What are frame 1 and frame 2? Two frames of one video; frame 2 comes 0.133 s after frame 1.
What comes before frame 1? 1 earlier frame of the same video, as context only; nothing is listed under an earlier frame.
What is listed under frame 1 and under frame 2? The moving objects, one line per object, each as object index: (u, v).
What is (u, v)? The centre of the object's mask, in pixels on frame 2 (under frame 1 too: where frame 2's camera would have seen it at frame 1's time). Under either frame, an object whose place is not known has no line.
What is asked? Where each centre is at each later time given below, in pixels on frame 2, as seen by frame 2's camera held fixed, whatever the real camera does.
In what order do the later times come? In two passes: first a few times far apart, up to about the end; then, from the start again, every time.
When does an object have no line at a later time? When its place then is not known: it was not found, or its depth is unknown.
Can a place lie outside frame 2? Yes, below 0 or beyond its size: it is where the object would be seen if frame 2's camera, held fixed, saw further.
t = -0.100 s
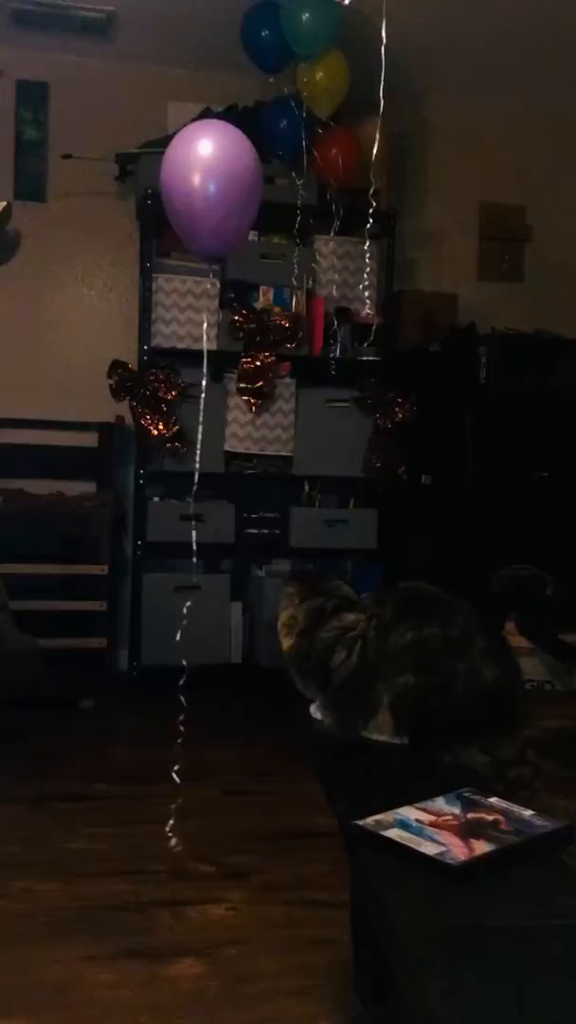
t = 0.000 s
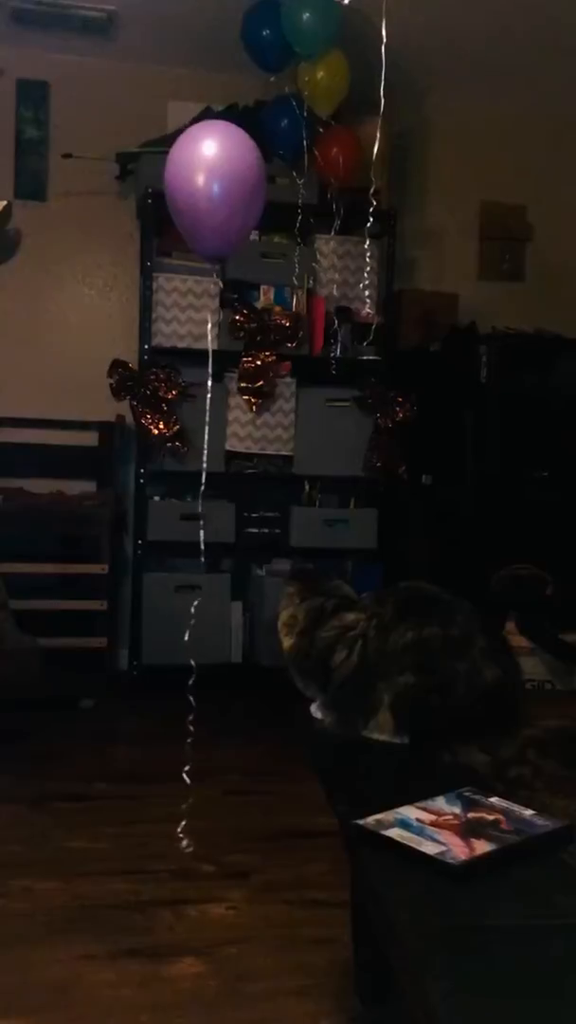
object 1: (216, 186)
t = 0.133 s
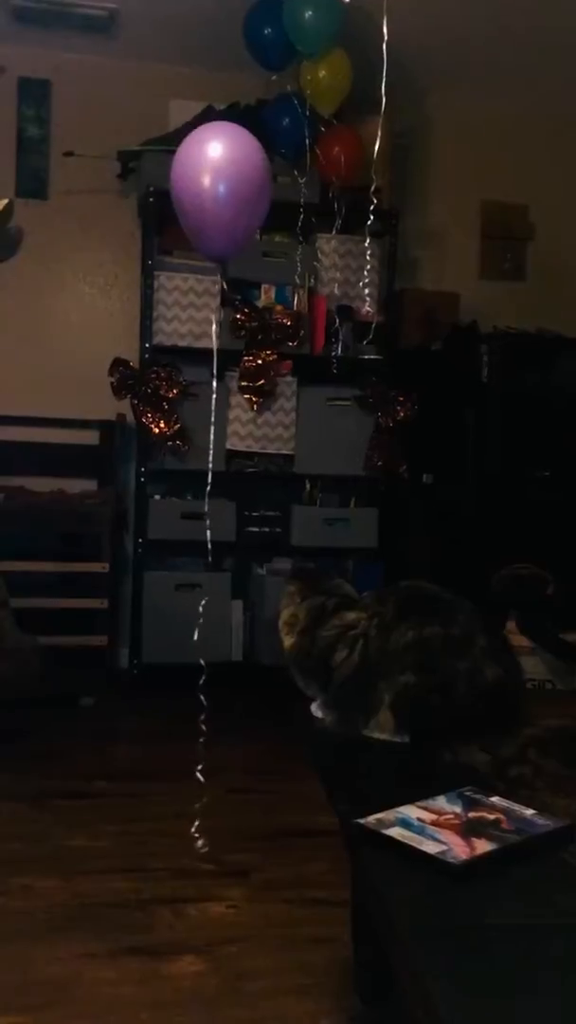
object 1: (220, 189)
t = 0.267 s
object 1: (225, 191)
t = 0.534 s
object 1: (233, 200)
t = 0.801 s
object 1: (237, 209)
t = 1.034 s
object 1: (234, 217)
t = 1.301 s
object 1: (224, 228)
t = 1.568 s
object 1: (209, 236)
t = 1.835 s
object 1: (194, 242)
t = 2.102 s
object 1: (185, 248)
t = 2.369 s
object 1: (180, 252)
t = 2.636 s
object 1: (159, 242)
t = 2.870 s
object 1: (126, 227)
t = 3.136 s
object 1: (86, 215)
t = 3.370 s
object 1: (55, 218)
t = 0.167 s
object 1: (222, 189)
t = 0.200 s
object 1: (223, 190)
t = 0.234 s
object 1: (224, 191)
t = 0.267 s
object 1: (225, 191)
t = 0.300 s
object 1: (226, 193)
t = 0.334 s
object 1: (227, 193)
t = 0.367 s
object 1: (227, 194)
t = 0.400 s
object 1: (229, 195)
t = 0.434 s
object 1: (229, 196)
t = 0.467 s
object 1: (230, 197)
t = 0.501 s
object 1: (232, 198)
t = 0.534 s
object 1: (233, 200)
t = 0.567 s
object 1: (234, 200)
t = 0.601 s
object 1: (234, 201)
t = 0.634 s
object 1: (235, 202)
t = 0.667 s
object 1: (236, 203)
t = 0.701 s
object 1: (237, 205)
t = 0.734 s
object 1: (237, 206)
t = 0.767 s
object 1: (237, 207)
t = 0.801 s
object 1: (237, 209)
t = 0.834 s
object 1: (237, 210)
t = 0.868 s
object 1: (237, 211)
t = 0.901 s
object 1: (236, 212)
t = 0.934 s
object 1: (236, 214)
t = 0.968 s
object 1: (235, 214)
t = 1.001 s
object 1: (235, 216)
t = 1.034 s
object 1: (234, 217)
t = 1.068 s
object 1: (233, 219)
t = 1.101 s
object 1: (232, 221)
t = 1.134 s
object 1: (230, 222)
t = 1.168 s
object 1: (229, 223)
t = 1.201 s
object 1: (228, 224)
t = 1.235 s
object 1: (227, 226)
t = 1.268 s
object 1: (225, 227)
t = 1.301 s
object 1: (224, 228)
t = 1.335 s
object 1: (222, 230)
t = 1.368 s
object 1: (220, 231)
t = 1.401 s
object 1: (218, 232)
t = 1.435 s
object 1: (216, 232)
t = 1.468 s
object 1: (214, 233)
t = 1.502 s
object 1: (213, 234)
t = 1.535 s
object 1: (211, 235)
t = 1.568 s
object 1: (209, 236)
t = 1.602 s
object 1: (207, 237)
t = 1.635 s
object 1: (205, 237)
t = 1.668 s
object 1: (203, 238)
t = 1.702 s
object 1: (201, 239)
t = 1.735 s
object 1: (200, 240)
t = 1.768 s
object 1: (196, 240)
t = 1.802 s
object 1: (195, 241)
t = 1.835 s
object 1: (194, 242)
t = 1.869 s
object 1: (191, 242)
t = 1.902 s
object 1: (190, 243)
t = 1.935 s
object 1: (188, 244)
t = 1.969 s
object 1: (187, 245)
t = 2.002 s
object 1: (186, 246)
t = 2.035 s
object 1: (186, 246)
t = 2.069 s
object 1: (185, 247)
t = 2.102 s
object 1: (185, 248)
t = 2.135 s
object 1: (184, 249)
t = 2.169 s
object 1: (184, 250)
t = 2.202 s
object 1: (184, 251)
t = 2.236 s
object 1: (184, 251)
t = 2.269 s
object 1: (183, 252)
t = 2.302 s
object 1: (182, 252)
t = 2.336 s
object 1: (181, 252)
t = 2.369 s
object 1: (180, 252)
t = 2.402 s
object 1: (179, 251)
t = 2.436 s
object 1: (178, 251)
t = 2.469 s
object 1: (175, 250)
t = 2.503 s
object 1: (173, 248)
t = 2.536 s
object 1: (170, 247)
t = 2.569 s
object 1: (167, 245)
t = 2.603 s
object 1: (164, 243)
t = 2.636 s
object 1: (159, 242)
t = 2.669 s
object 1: (156, 240)
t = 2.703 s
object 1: (151, 237)
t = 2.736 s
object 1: (145, 235)
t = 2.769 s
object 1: (141, 233)
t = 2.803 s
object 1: (136, 231)
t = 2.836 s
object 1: (131, 229)
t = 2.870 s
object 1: (126, 227)
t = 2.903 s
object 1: (120, 224)
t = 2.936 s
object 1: (116, 223)
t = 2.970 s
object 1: (110, 220)
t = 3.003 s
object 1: (105, 219)
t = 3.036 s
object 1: (100, 218)
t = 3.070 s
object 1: (95, 216)
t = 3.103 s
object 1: (90, 215)
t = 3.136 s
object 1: (86, 215)
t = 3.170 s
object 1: (81, 214)
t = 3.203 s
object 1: (76, 214)
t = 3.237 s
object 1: (71, 214)
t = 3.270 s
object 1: (68, 215)
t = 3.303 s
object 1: (63, 215)
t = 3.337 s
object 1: (59, 217)
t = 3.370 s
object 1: (55, 218)
